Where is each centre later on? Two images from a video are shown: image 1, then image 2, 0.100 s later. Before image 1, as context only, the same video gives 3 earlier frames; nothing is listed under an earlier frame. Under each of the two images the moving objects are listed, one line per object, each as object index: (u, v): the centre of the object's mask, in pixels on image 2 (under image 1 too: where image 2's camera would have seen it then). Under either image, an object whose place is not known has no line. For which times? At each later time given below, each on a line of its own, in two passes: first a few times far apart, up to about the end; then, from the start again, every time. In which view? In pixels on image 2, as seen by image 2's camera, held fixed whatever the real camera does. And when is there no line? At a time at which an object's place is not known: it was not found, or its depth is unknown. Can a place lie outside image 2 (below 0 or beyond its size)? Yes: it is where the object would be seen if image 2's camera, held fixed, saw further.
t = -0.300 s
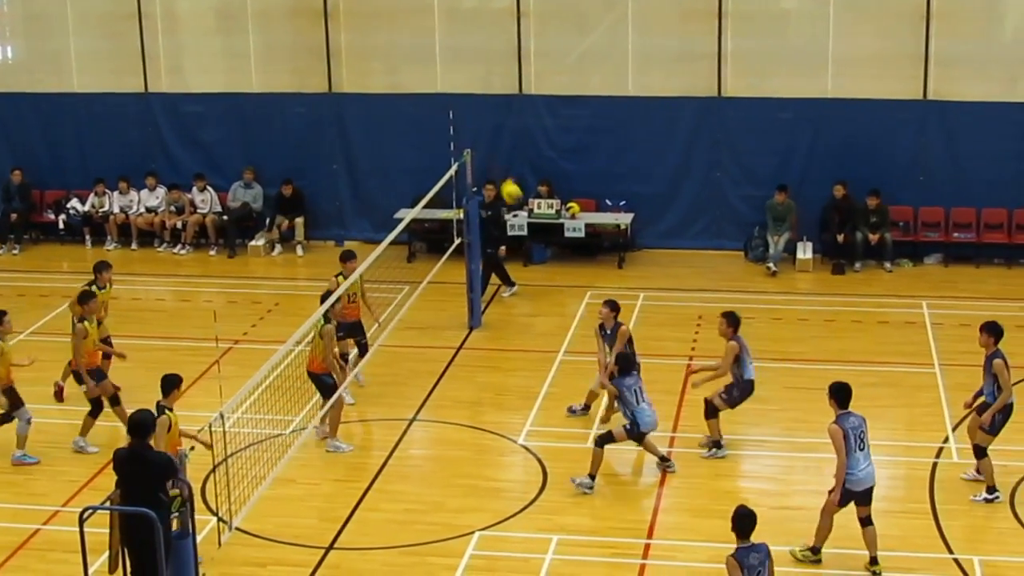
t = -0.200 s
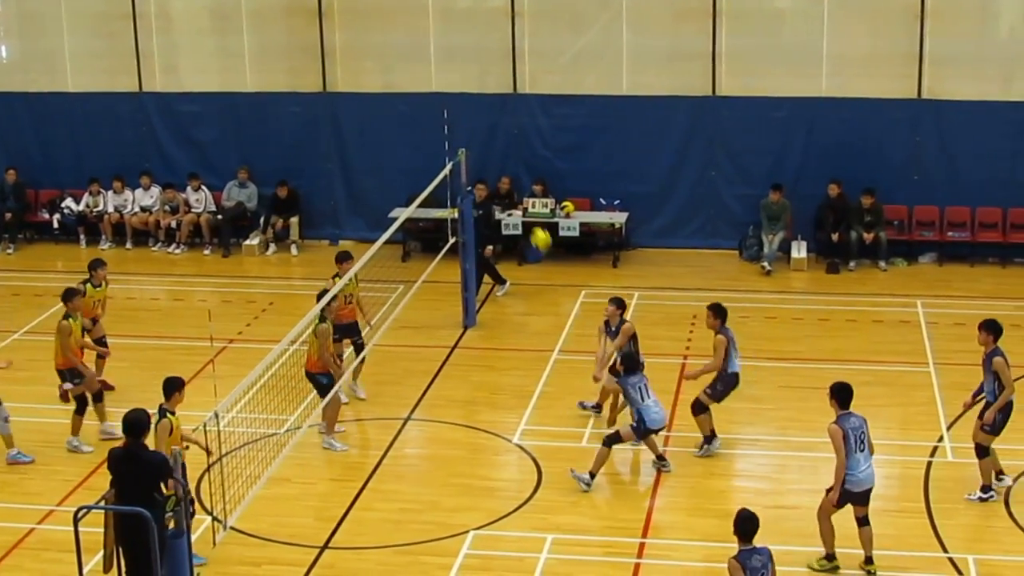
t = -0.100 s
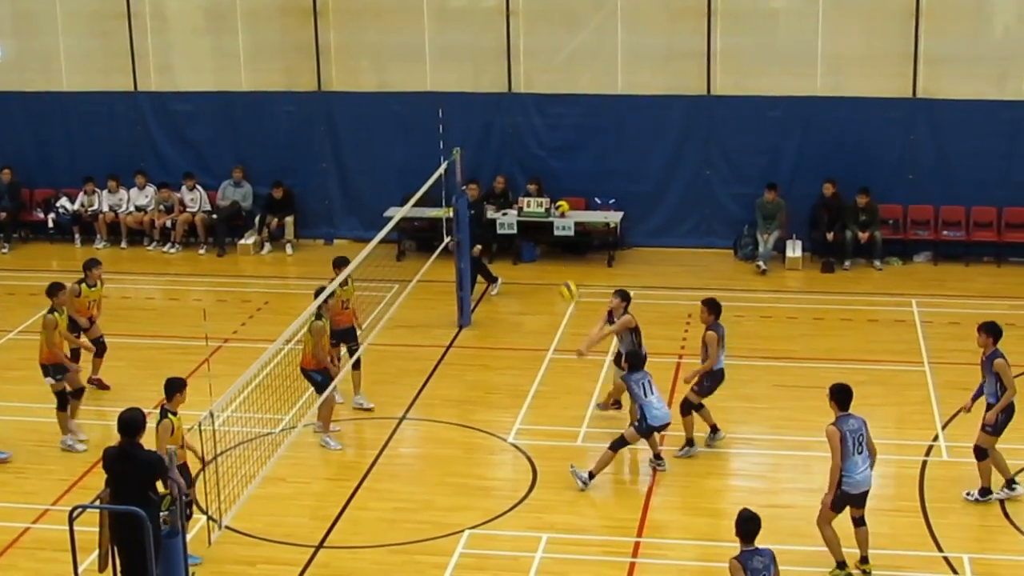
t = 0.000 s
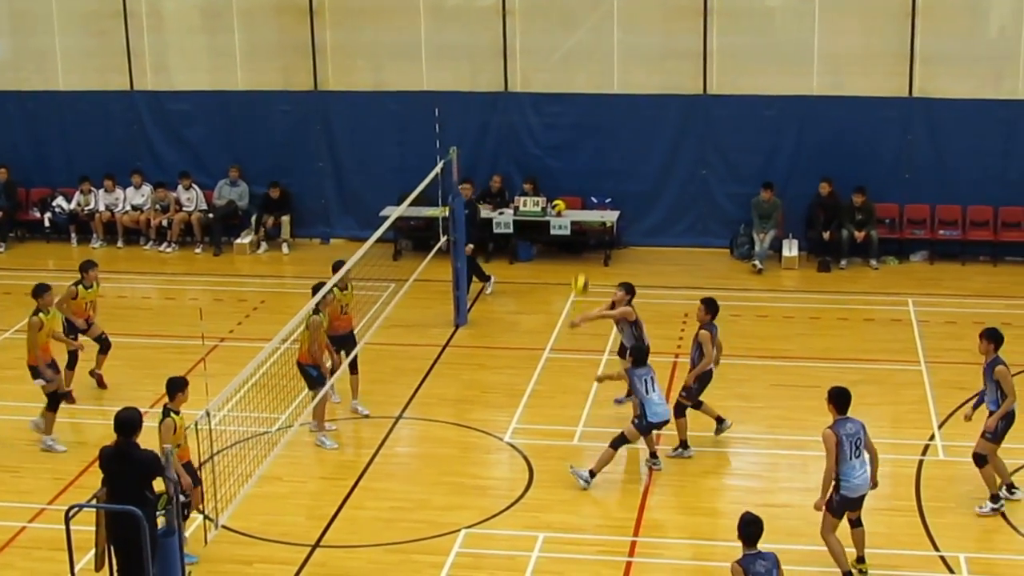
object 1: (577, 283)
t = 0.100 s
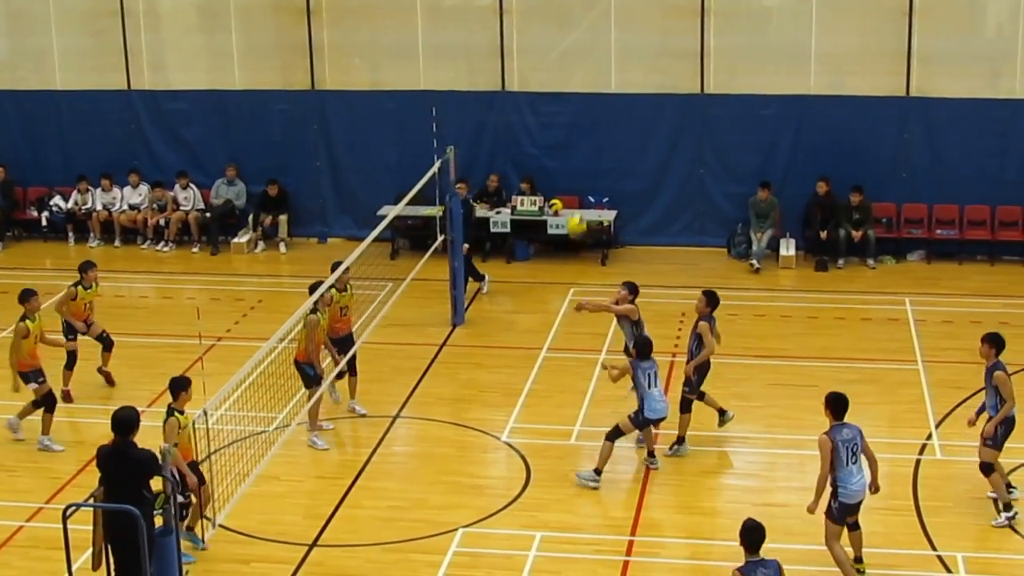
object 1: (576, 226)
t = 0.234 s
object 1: (574, 157)
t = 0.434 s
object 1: (572, 87)
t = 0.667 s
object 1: (572, 53)
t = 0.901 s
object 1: (571, 72)
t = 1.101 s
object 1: (572, 134)
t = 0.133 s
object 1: (575, 205)
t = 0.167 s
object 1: (575, 189)
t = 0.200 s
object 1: (574, 173)
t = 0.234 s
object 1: (574, 157)
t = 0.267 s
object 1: (574, 143)
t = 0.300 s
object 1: (573, 130)
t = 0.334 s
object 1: (573, 118)
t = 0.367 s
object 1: (573, 107)
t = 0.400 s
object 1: (572, 97)
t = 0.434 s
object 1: (572, 87)
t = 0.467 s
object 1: (572, 79)
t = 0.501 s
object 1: (573, 71)
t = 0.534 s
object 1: (572, 65)
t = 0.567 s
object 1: (572, 61)
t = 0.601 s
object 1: (572, 57)
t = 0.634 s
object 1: (572, 54)
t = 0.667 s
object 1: (572, 53)
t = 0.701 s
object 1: (572, 53)
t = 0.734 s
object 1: (571, 53)
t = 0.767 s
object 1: (572, 55)
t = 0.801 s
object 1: (571, 58)
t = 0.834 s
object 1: (571, 61)
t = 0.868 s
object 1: (571, 66)
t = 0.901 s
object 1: (571, 72)
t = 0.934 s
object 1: (571, 79)
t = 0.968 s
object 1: (572, 88)
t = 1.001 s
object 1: (572, 98)
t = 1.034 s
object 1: (572, 109)
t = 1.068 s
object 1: (572, 120)
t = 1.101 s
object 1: (572, 134)
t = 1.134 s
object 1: (572, 148)
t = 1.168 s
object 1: (573, 163)
